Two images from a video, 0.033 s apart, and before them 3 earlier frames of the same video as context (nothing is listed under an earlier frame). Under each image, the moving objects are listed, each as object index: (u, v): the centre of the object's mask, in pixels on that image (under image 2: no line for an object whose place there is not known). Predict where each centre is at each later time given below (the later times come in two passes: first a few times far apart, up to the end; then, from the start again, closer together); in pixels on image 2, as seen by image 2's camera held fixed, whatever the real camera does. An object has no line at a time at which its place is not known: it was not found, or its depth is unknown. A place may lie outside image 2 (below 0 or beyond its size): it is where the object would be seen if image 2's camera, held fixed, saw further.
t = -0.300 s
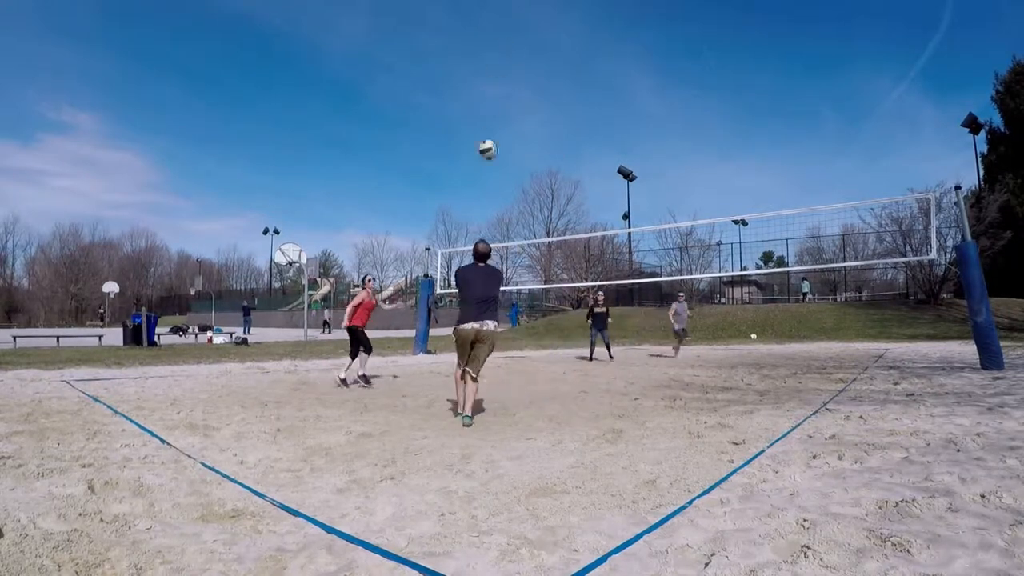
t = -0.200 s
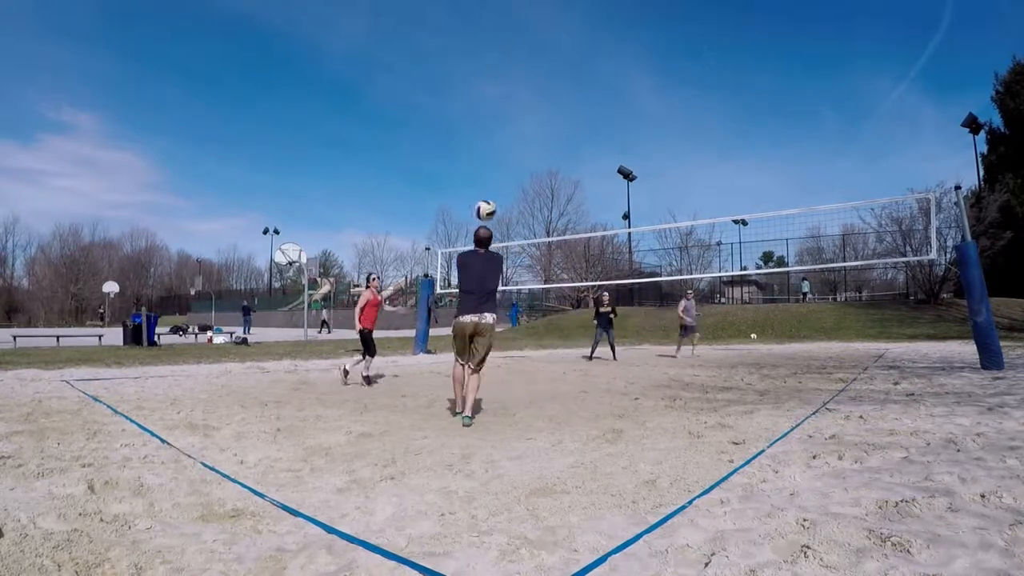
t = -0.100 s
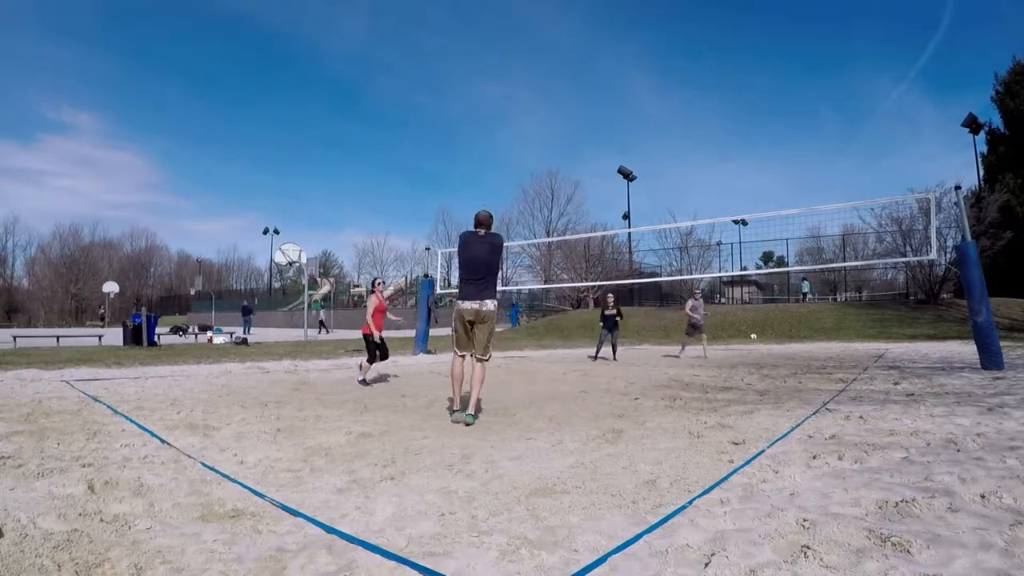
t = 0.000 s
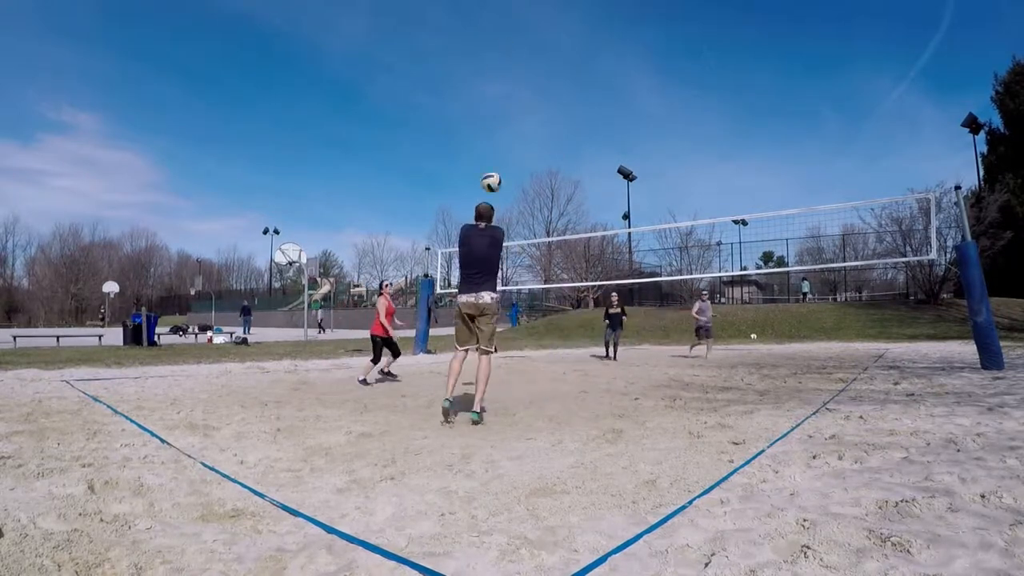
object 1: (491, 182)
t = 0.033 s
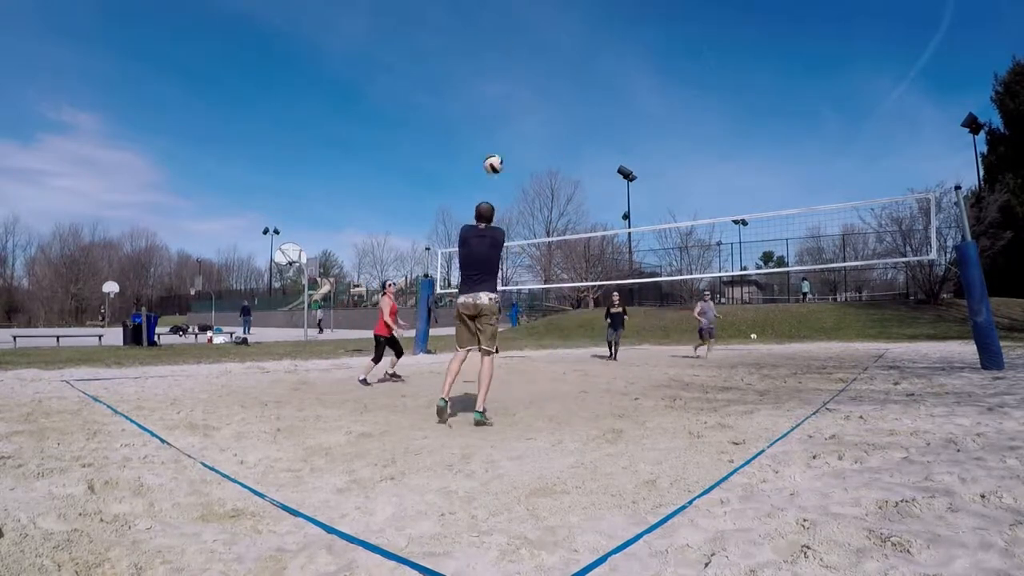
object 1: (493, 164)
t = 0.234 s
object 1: (506, 85)
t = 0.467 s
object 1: (519, 46)
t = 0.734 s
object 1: (532, 50)
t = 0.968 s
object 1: (543, 90)
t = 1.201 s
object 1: (555, 160)
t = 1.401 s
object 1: (564, 244)
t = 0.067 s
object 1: (495, 147)
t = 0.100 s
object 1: (497, 132)
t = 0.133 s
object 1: (500, 118)
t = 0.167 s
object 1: (502, 106)
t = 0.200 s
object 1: (504, 95)
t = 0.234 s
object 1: (506, 85)
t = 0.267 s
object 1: (508, 77)
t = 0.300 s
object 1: (510, 68)
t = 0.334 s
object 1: (512, 62)
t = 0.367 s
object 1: (514, 56)
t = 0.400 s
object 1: (514, 52)
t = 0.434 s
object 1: (516, 48)
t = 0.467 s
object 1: (519, 46)
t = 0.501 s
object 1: (520, 44)
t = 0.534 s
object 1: (522, 42)
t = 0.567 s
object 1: (523, 42)
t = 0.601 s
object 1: (525, 42)
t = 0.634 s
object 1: (527, 43)
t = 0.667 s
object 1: (528, 45)
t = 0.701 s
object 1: (530, 47)
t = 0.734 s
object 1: (532, 50)
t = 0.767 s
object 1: (534, 54)
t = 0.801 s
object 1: (535, 59)
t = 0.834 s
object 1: (537, 63)
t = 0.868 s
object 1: (538, 69)
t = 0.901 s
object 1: (540, 76)
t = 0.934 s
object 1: (541, 83)
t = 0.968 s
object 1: (543, 90)
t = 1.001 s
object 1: (545, 98)
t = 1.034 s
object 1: (546, 107)
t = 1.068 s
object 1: (548, 116)
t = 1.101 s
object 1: (549, 127)
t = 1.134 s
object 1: (551, 137)
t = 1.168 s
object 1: (552, 148)
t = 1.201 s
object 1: (555, 160)
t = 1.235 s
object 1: (556, 173)
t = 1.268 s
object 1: (557, 185)
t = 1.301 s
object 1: (559, 199)
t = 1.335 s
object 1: (561, 213)
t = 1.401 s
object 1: (564, 244)
